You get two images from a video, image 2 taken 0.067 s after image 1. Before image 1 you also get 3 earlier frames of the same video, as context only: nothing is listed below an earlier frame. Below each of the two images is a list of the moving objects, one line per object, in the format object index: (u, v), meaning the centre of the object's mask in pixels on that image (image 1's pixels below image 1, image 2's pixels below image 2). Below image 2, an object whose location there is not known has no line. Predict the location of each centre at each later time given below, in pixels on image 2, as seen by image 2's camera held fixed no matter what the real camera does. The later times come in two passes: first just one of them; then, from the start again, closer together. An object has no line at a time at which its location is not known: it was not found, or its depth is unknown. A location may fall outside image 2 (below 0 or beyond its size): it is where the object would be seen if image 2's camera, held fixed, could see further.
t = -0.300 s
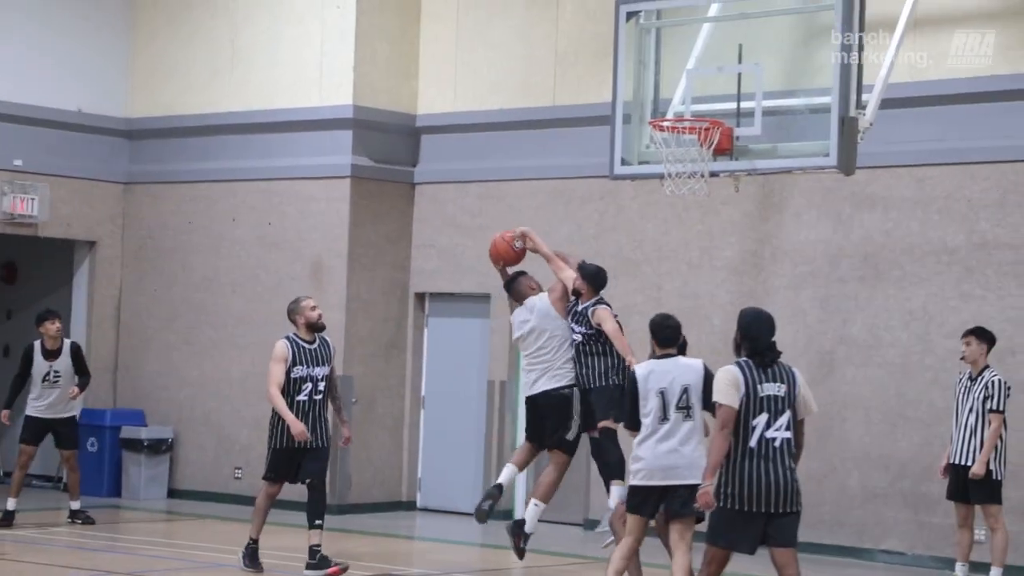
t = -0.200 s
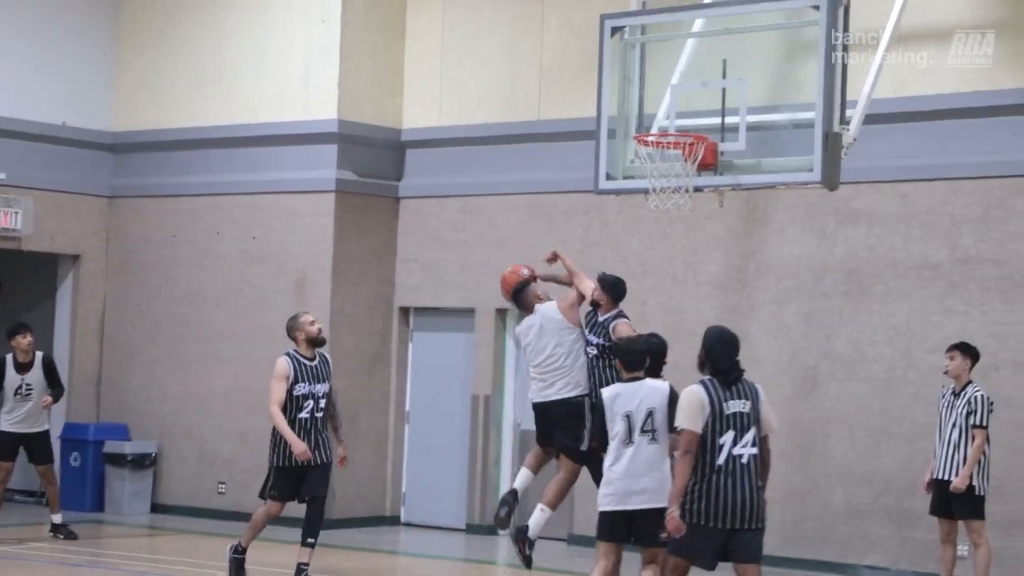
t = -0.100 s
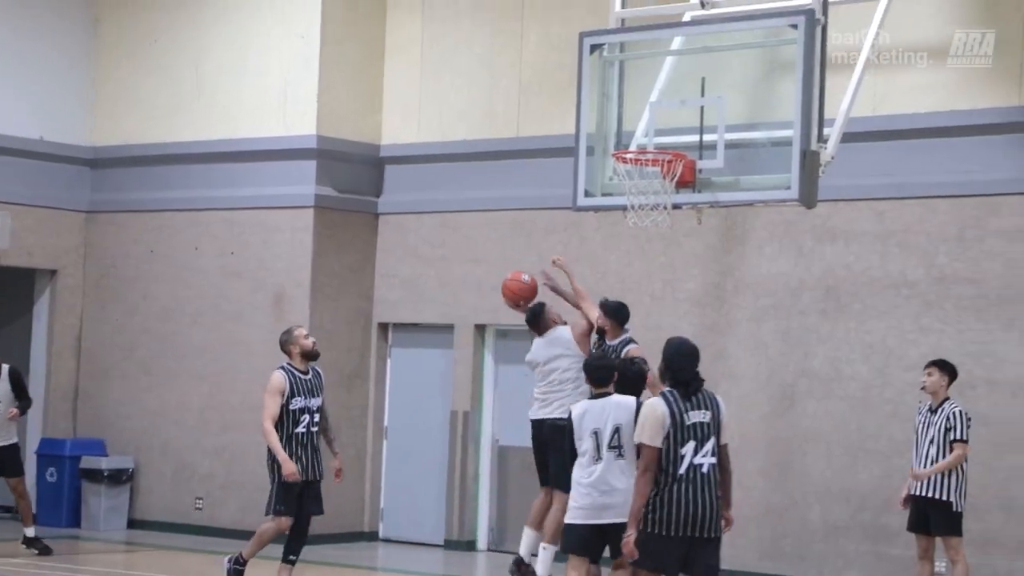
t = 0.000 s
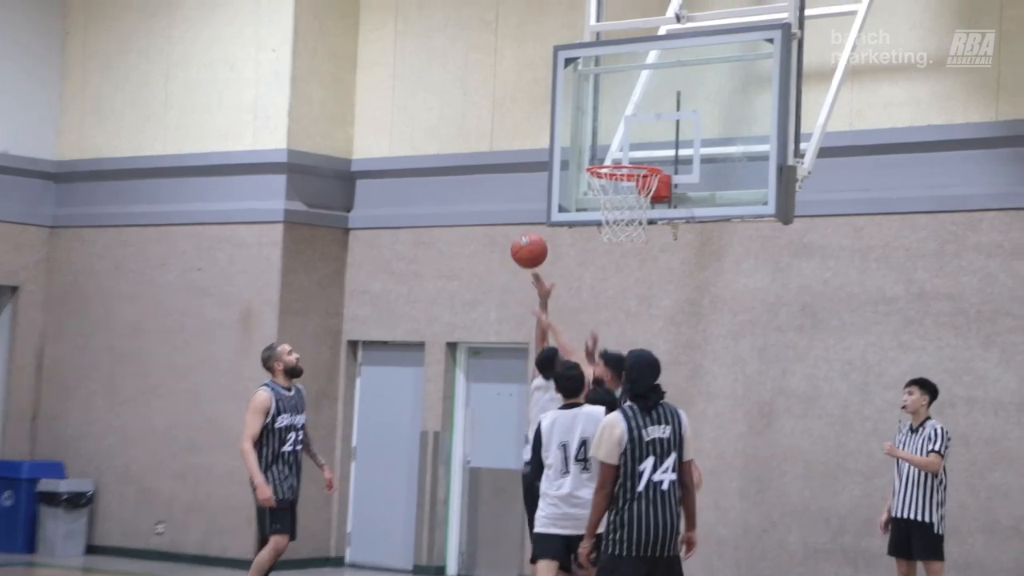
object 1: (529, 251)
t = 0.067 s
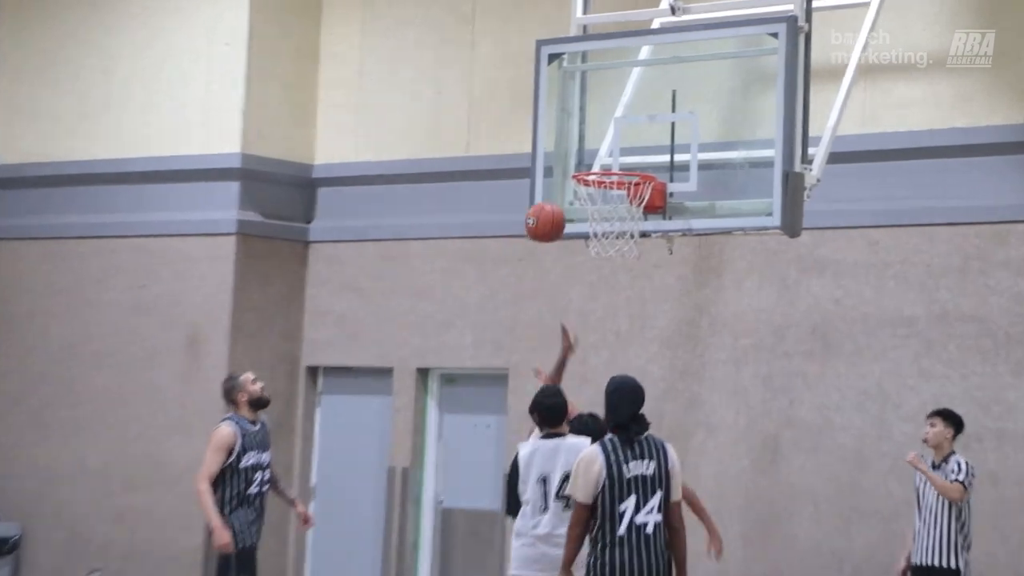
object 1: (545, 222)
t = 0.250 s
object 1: (616, 150)
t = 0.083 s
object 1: (553, 213)
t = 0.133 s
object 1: (571, 183)
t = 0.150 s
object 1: (588, 166)
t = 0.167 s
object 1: (597, 162)
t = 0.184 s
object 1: (606, 159)
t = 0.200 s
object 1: (614, 155)
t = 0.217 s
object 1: (615, 154)
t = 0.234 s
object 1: (616, 152)
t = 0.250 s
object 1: (616, 150)
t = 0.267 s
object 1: (617, 148)
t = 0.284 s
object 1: (617, 146)
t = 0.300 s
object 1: (618, 145)
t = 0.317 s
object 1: (618, 144)
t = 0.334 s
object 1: (618, 144)
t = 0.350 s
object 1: (619, 144)
